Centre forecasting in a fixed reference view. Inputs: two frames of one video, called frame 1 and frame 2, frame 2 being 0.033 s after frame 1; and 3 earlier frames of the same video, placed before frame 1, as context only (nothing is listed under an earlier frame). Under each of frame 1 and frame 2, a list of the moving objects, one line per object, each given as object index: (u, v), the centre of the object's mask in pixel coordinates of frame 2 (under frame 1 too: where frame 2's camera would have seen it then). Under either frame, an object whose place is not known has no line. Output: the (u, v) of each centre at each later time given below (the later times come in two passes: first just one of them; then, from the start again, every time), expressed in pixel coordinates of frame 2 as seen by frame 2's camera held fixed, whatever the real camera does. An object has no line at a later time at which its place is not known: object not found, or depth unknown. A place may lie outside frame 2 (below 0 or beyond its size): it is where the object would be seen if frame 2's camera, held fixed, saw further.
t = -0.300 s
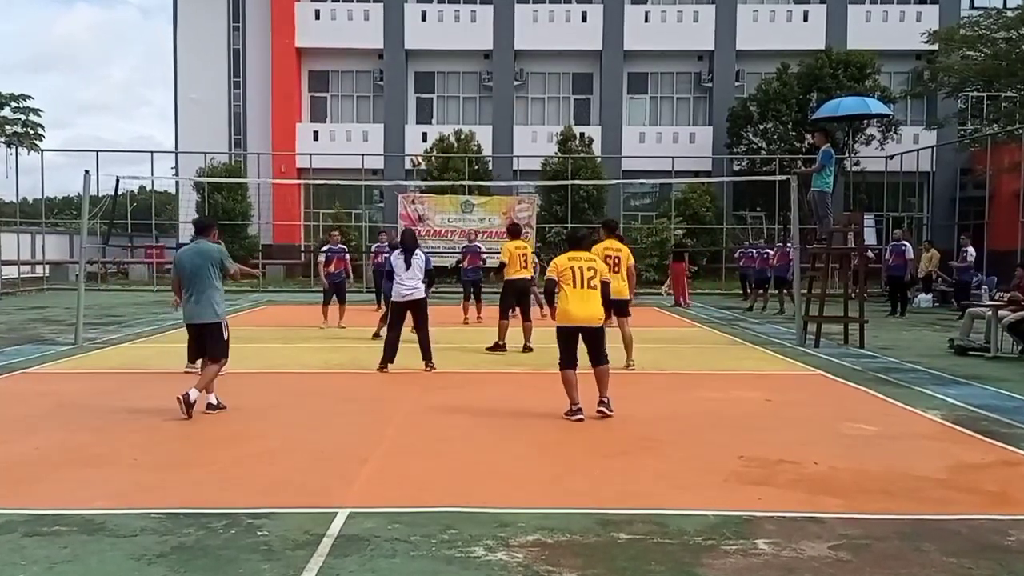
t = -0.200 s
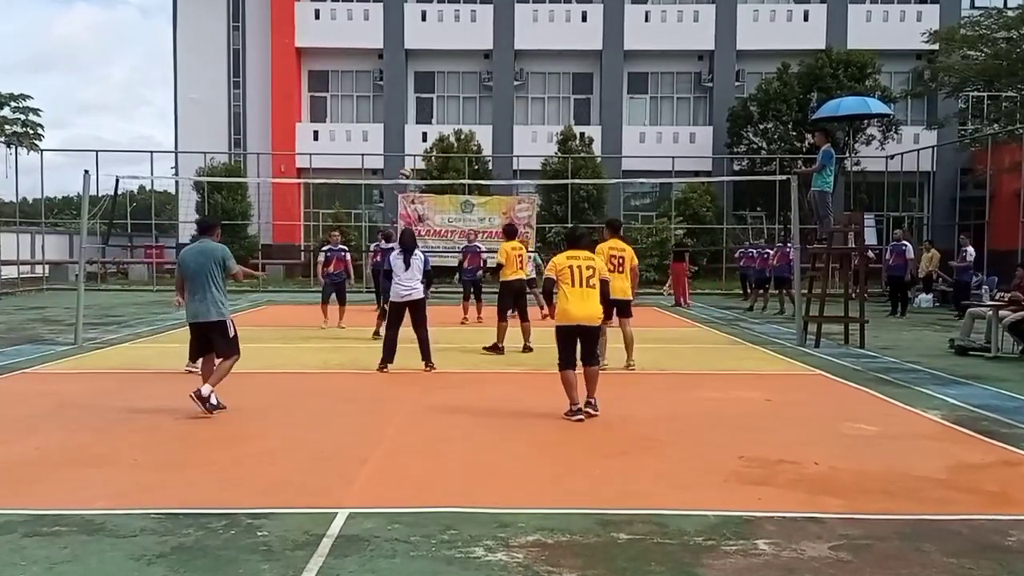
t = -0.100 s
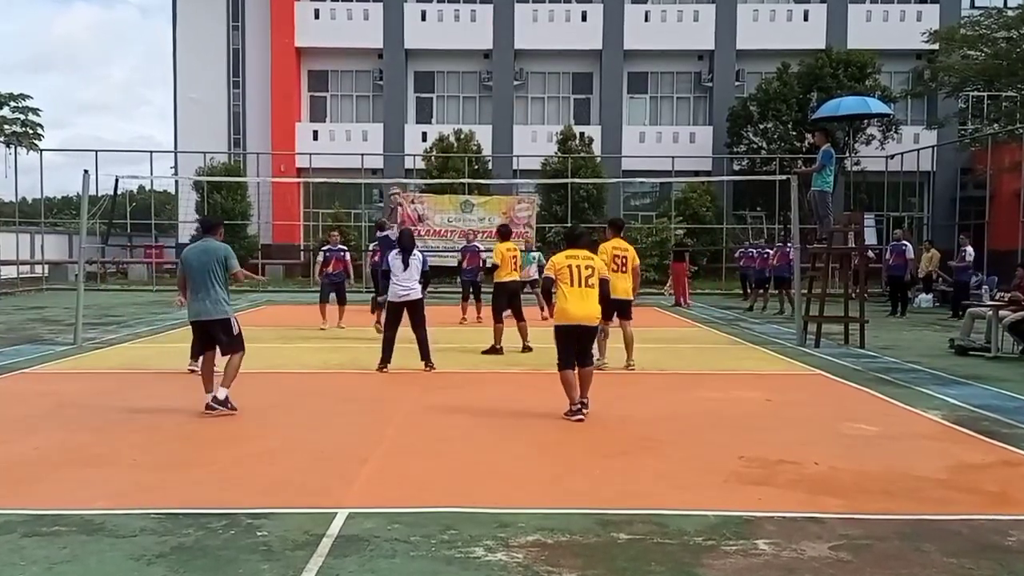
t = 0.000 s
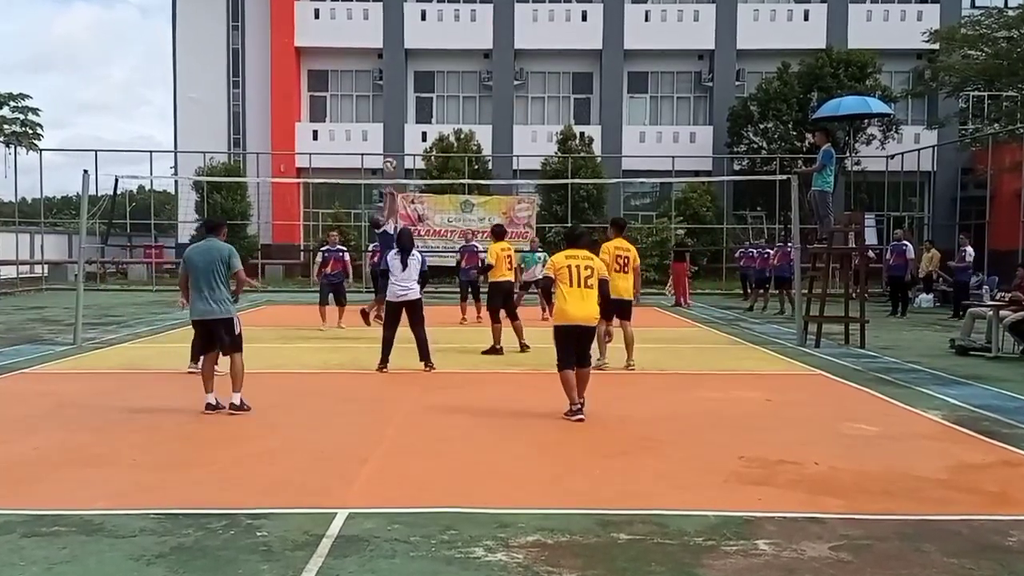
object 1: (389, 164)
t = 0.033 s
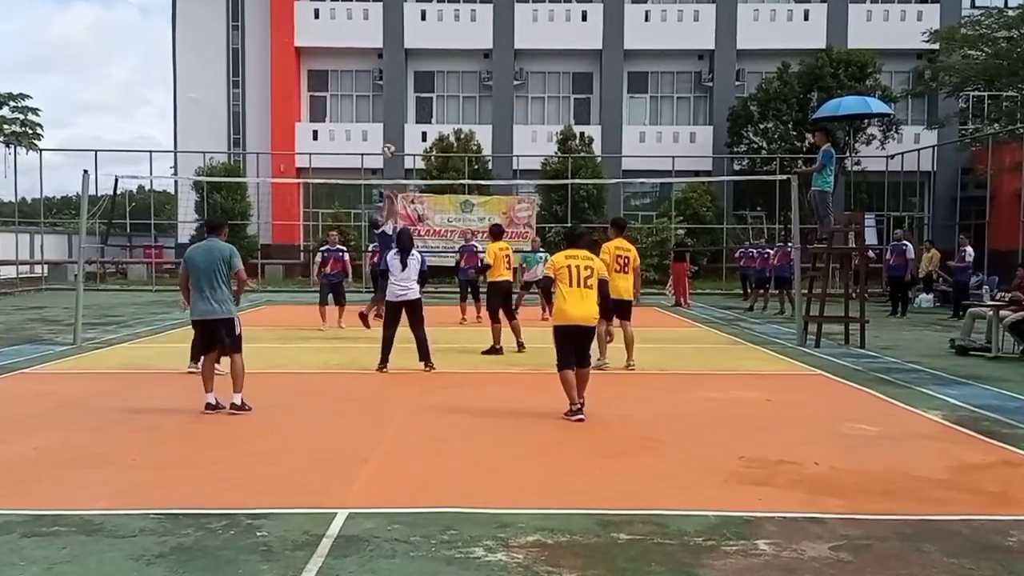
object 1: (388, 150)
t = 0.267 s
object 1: (379, 76)
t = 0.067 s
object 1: (387, 137)
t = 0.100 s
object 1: (386, 125)
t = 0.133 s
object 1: (384, 113)
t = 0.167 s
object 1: (383, 103)
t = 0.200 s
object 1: (382, 93)
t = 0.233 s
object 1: (379, 82)
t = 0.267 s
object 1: (379, 76)
